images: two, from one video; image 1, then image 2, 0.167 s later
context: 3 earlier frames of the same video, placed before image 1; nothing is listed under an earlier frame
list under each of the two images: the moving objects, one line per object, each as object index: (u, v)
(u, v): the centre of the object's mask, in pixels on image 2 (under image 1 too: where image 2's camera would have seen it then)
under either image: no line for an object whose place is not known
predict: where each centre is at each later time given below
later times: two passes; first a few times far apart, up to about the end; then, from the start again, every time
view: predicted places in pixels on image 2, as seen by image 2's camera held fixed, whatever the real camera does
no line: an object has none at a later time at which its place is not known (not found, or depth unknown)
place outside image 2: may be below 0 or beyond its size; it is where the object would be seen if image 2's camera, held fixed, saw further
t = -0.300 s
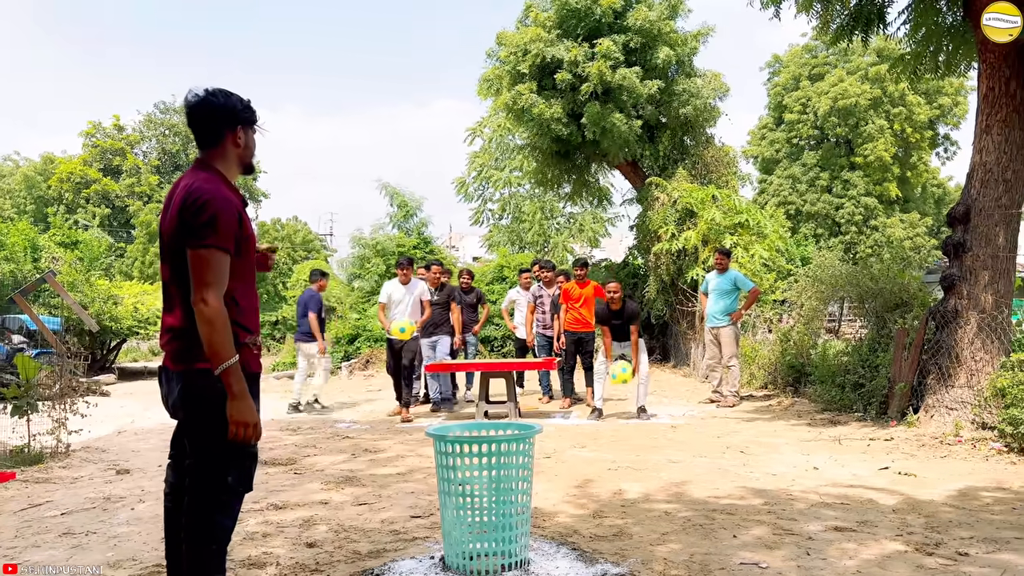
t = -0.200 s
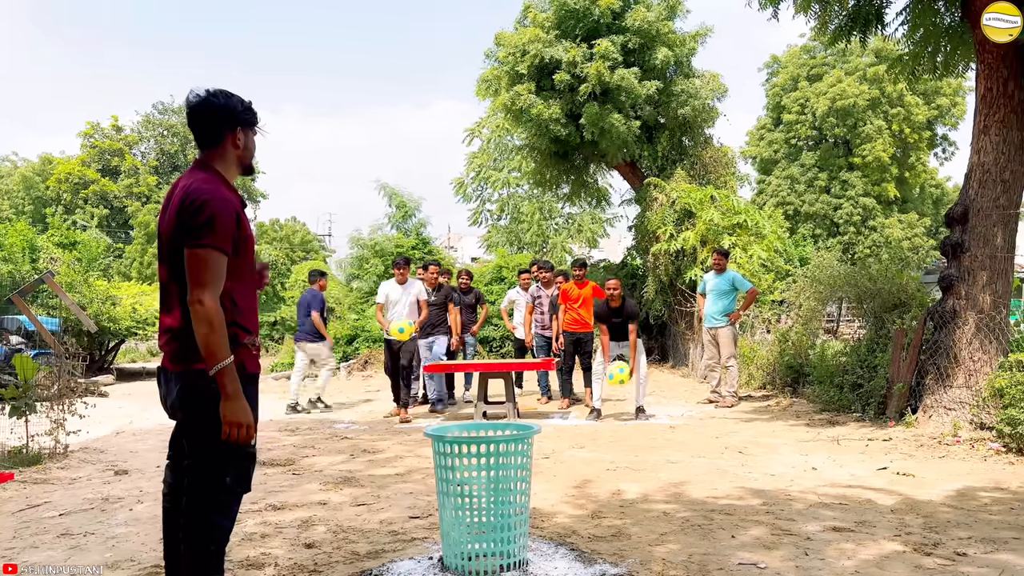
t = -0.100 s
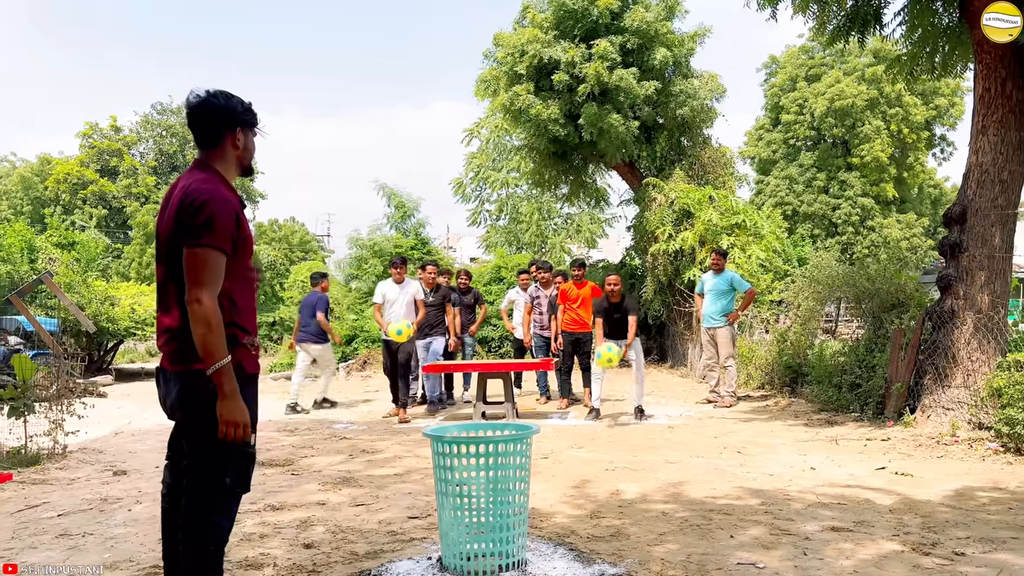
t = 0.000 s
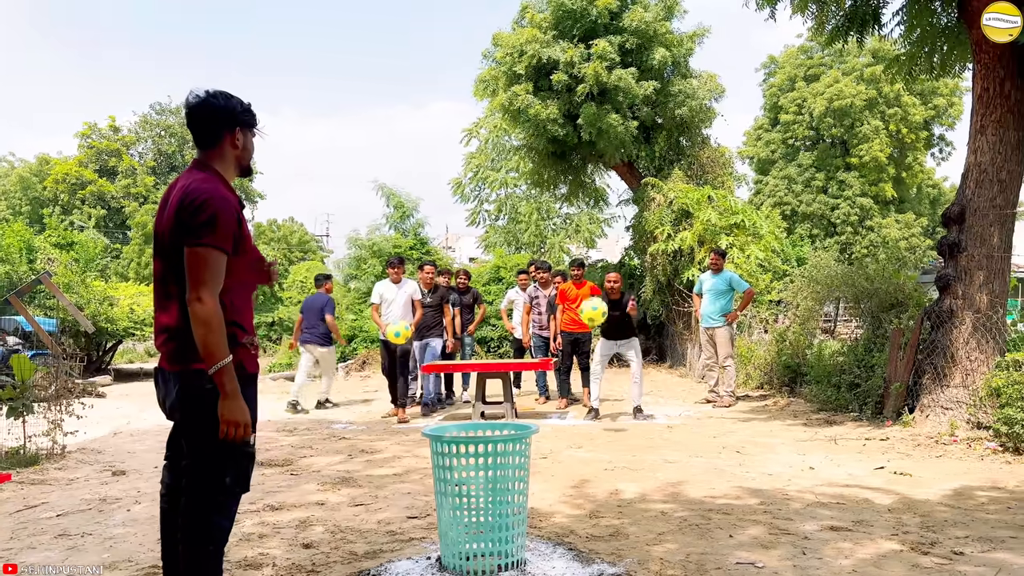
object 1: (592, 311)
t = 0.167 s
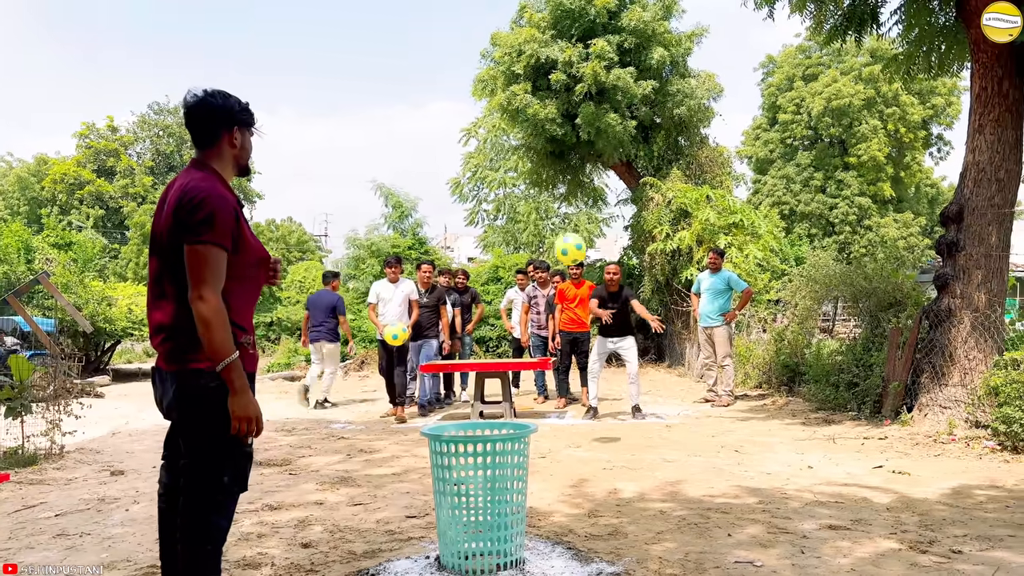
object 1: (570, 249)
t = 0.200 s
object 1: (565, 240)
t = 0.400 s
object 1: (529, 215)
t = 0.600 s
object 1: (470, 268)
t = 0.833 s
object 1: (369, 505)
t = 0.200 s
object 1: (565, 240)
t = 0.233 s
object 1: (560, 231)
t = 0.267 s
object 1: (555, 226)
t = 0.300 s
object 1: (549, 221)
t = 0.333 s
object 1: (543, 217)
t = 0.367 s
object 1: (536, 215)
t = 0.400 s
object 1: (529, 215)
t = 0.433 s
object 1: (521, 218)
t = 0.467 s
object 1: (512, 222)
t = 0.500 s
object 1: (503, 229)
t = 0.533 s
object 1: (492, 240)
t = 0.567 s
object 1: (481, 252)
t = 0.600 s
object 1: (470, 268)
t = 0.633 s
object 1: (458, 288)
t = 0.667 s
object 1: (445, 310)
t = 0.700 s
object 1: (433, 338)
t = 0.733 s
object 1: (418, 370)
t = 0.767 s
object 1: (403, 409)
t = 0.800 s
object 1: (386, 454)
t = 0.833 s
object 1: (369, 505)
